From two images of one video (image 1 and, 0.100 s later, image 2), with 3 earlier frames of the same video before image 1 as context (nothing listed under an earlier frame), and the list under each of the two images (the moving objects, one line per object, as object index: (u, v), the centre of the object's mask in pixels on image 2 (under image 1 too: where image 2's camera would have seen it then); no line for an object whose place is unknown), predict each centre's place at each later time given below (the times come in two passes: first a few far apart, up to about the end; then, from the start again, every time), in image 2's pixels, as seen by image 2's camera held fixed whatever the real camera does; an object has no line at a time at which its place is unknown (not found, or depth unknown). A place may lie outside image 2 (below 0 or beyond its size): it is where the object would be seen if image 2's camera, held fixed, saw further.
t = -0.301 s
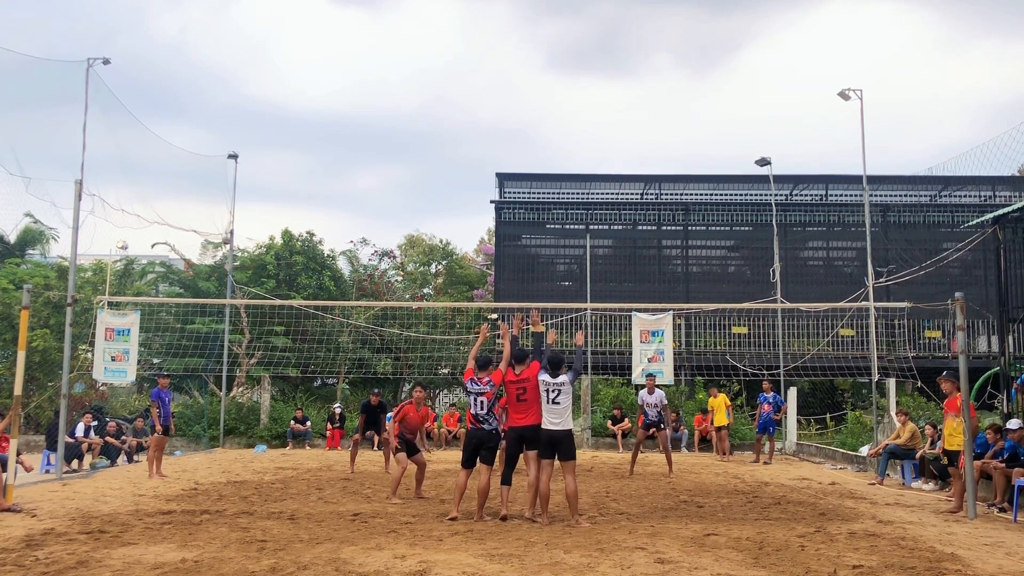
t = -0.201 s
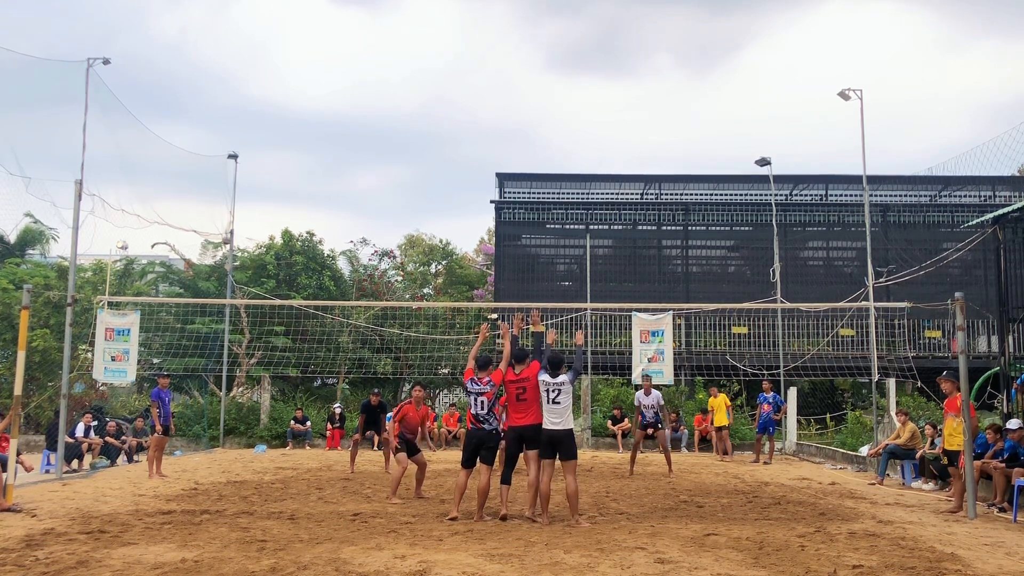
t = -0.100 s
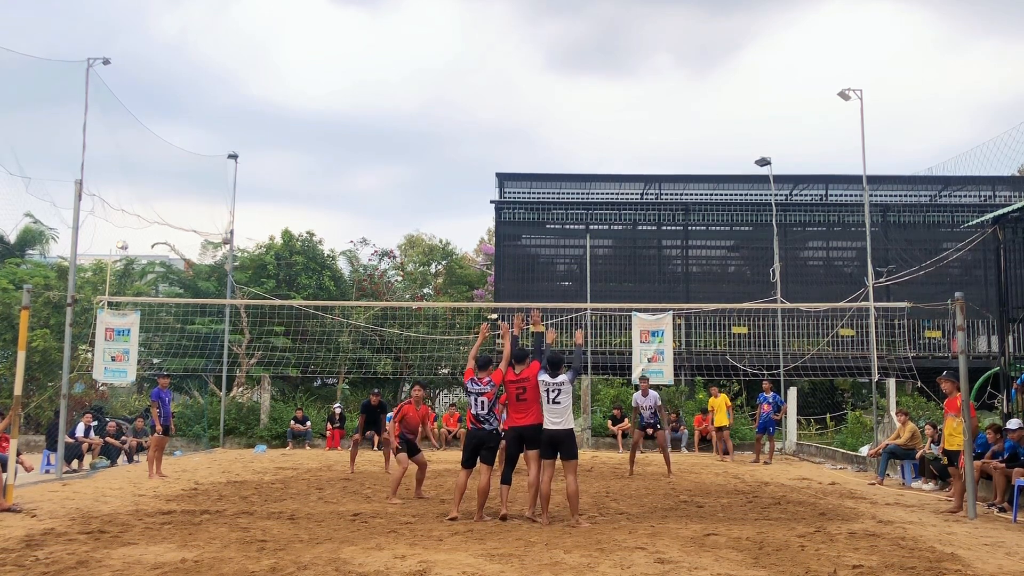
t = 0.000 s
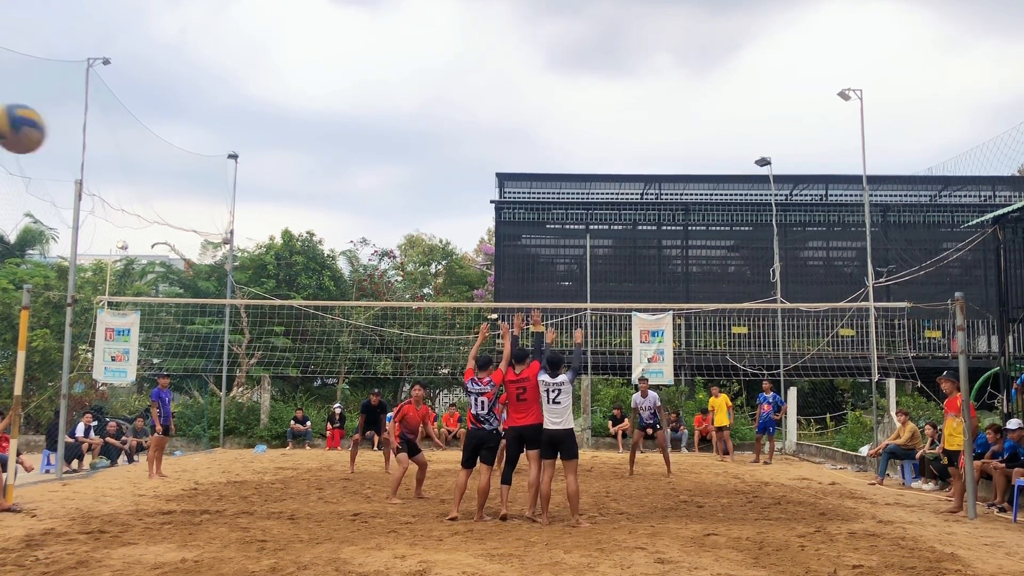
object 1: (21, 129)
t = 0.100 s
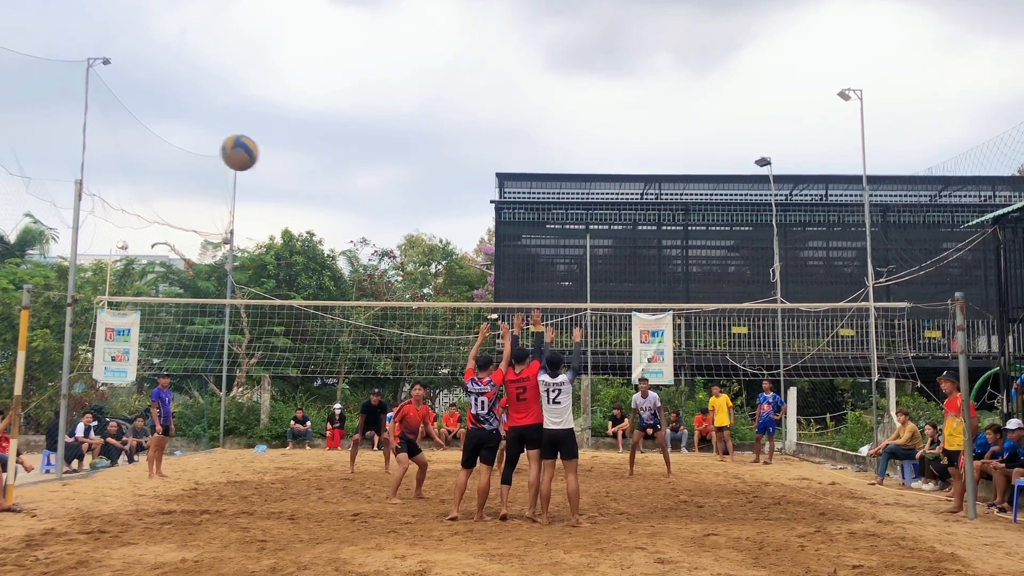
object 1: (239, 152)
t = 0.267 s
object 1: (421, 191)
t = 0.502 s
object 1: (541, 245)
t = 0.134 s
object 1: (288, 161)
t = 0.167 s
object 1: (329, 169)
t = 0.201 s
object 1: (364, 176)
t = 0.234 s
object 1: (395, 183)
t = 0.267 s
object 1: (421, 191)
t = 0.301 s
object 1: (444, 198)
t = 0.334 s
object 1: (465, 205)
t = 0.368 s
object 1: (483, 212)
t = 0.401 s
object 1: (500, 220)
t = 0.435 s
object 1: (515, 228)
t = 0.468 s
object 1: (529, 237)
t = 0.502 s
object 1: (541, 245)
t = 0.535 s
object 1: (554, 251)
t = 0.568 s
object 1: (565, 260)
